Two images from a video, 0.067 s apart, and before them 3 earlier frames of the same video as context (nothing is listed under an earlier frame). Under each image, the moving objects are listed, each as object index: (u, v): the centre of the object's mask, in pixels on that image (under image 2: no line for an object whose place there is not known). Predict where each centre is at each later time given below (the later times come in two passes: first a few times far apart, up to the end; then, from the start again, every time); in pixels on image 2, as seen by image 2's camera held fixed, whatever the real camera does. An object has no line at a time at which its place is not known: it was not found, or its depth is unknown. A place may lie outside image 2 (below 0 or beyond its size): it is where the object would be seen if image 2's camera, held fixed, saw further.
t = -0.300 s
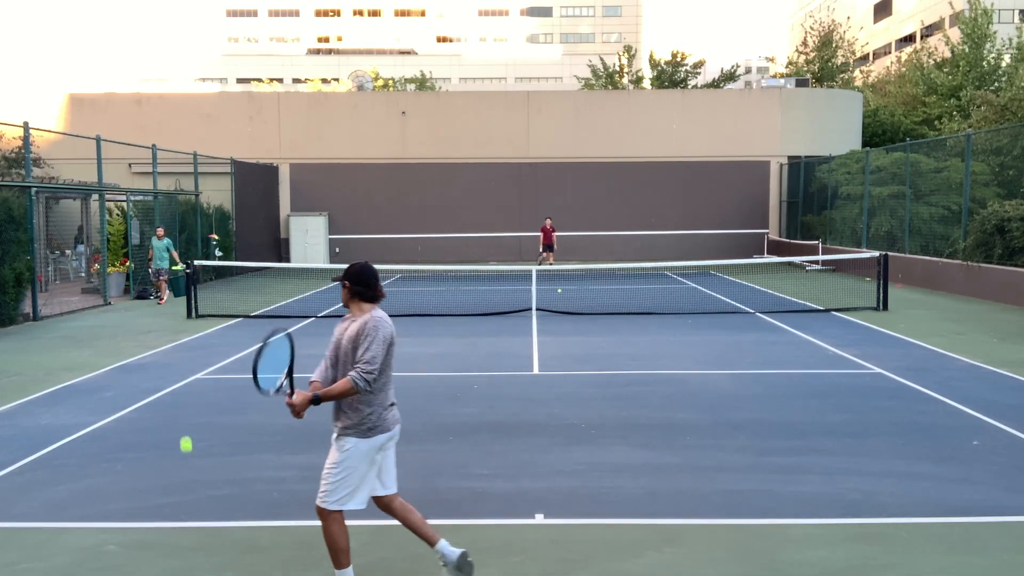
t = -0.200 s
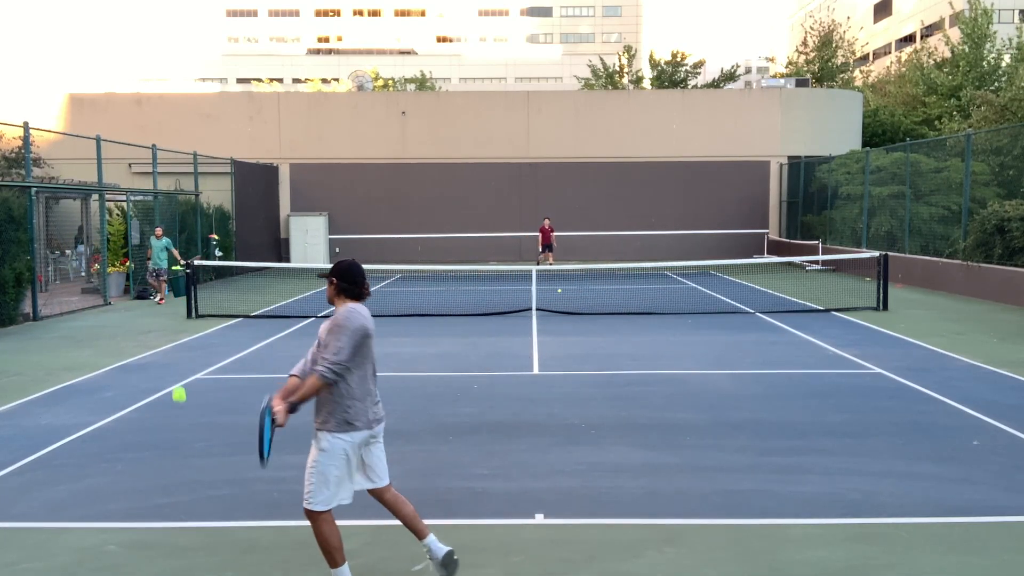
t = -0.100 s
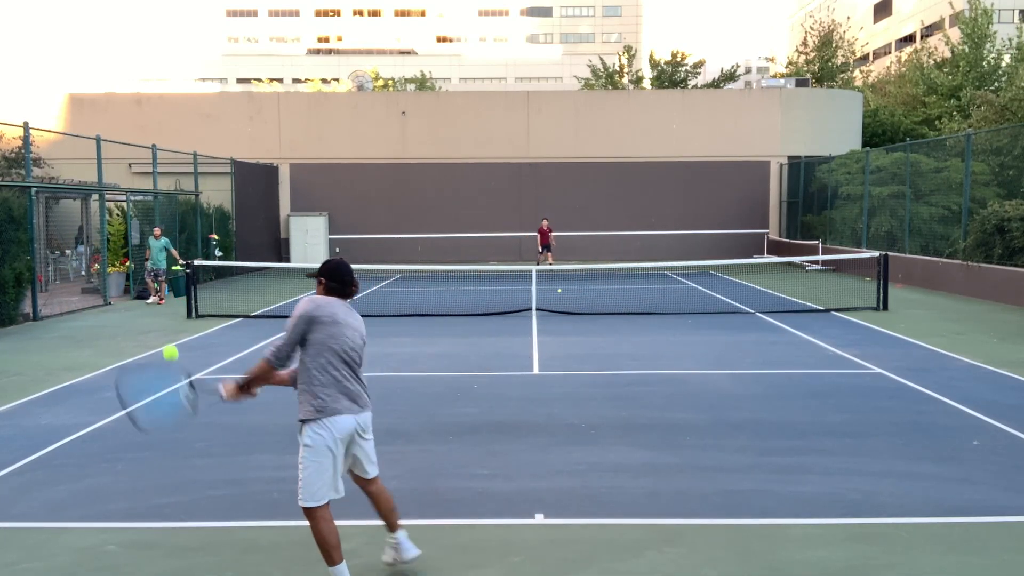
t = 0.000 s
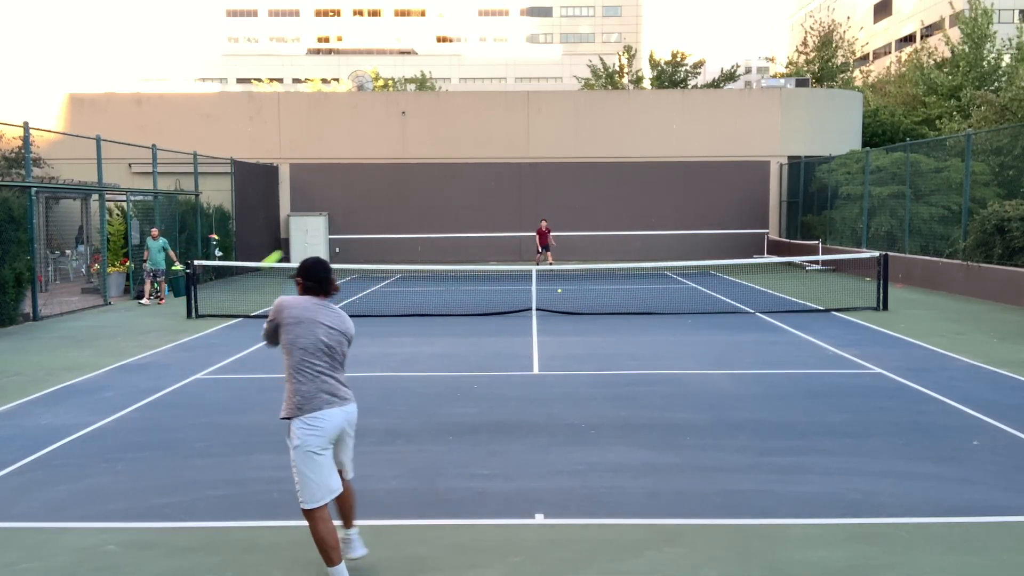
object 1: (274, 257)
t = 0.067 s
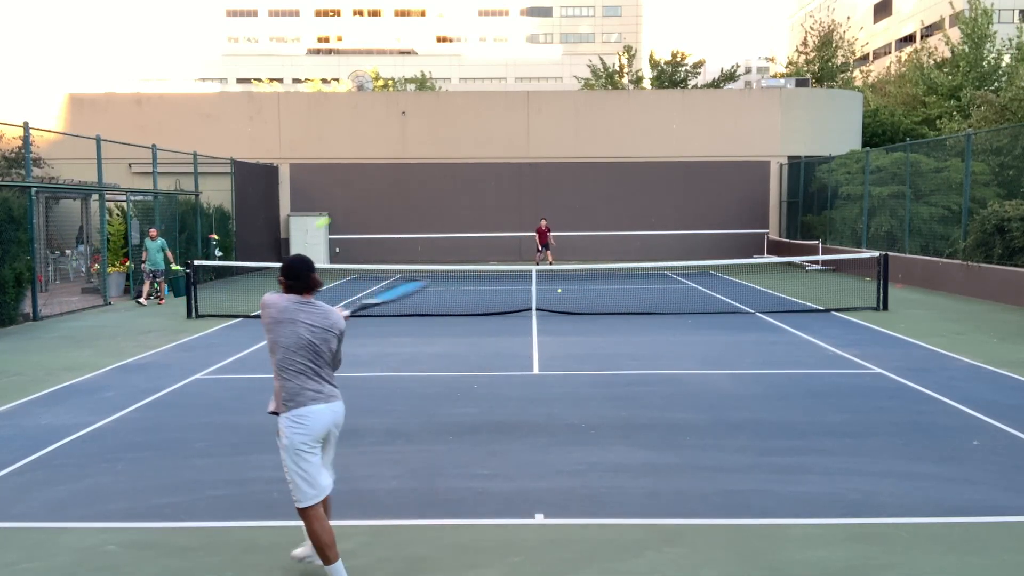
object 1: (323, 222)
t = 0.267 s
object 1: (396, 188)
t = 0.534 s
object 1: (434, 200)
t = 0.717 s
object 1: (447, 222)
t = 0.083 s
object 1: (332, 216)
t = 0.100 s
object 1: (341, 211)
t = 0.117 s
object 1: (348, 207)
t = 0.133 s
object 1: (356, 203)
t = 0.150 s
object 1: (362, 200)
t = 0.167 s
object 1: (368, 197)
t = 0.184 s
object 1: (374, 194)
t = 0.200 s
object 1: (379, 192)
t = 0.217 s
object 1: (383, 191)
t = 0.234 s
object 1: (388, 190)
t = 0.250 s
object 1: (392, 189)
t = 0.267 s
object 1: (396, 188)
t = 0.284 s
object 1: (399, 188)
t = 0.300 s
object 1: (403, 187)
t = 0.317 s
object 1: (406, 187)
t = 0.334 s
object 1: (409, 188)
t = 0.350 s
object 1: (411, 188)
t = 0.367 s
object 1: (414, 188)
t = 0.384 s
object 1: (416, 189)
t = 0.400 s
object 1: (419, 190)
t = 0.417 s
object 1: (421, 191)
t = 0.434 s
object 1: (423, 192)
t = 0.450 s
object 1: (425, 193)
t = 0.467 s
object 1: (427, 194)
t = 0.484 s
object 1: (429, 195)
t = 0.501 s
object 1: (430, 197)
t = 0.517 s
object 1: (432, 198)
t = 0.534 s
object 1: (434, 200)
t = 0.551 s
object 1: (435, 201)
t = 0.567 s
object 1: (437, 203)
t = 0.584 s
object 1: (438, 205)
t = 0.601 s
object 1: (439, 207)
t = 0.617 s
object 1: (440, 209)
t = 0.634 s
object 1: (442, 211)
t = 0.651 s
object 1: (443, 213)
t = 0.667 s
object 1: (444, 215)
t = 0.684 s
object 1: (445, 217)
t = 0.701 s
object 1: (446, 220)
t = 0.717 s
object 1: (447, 222)
